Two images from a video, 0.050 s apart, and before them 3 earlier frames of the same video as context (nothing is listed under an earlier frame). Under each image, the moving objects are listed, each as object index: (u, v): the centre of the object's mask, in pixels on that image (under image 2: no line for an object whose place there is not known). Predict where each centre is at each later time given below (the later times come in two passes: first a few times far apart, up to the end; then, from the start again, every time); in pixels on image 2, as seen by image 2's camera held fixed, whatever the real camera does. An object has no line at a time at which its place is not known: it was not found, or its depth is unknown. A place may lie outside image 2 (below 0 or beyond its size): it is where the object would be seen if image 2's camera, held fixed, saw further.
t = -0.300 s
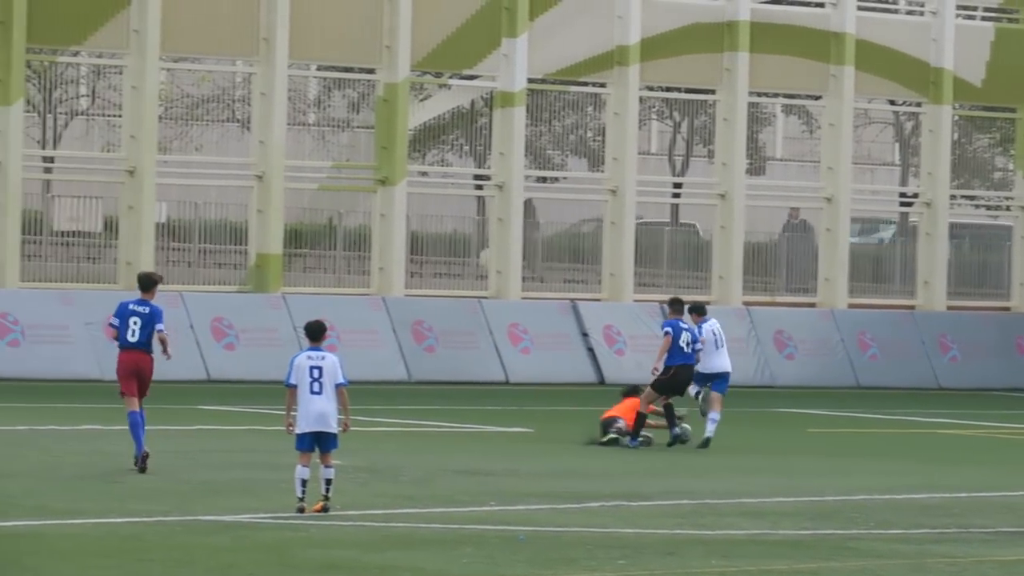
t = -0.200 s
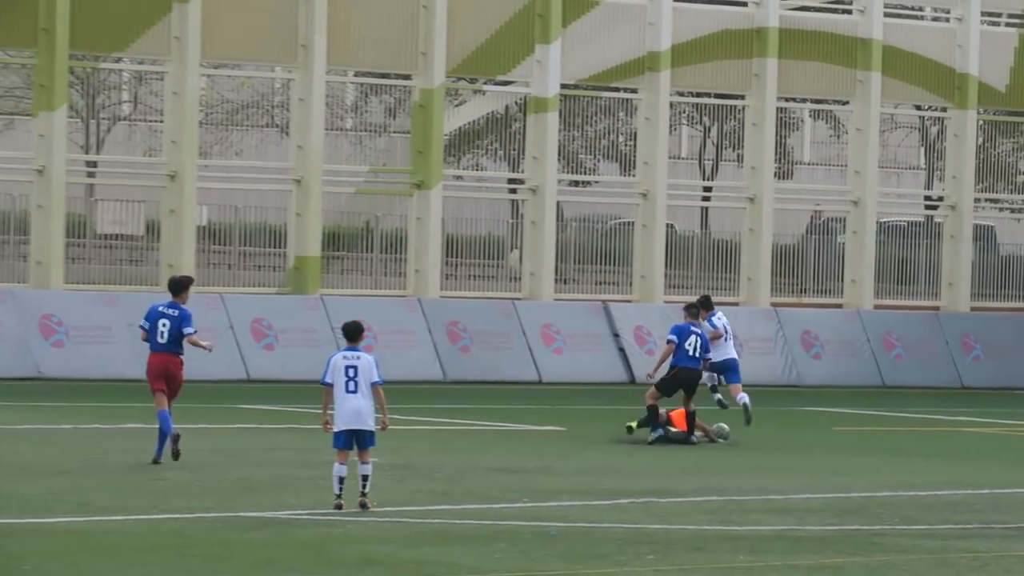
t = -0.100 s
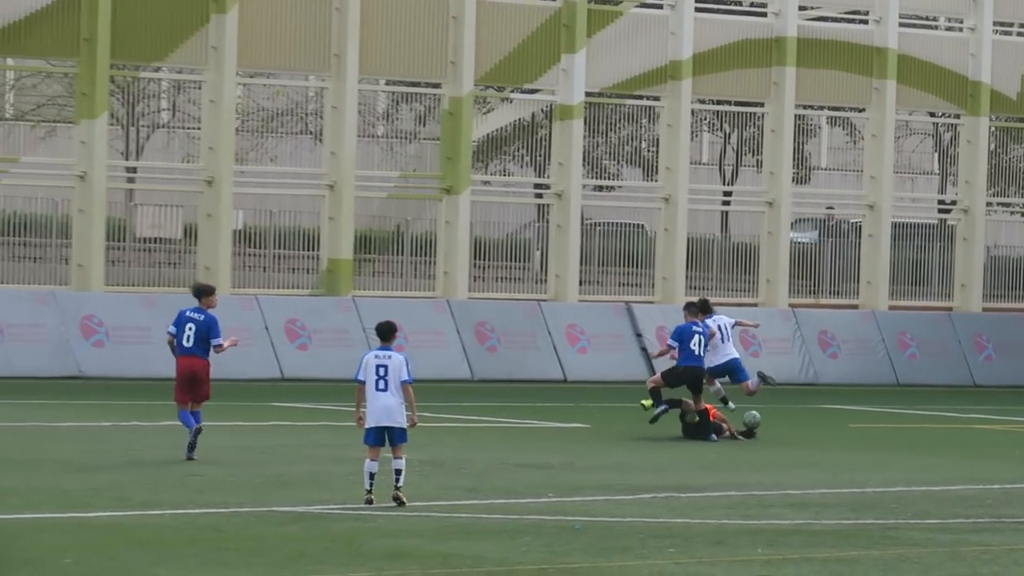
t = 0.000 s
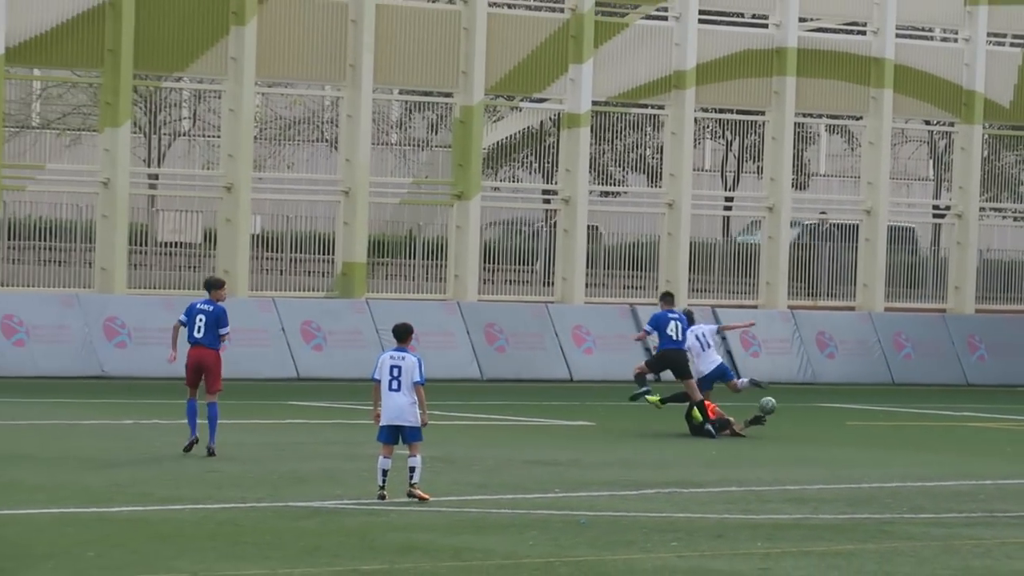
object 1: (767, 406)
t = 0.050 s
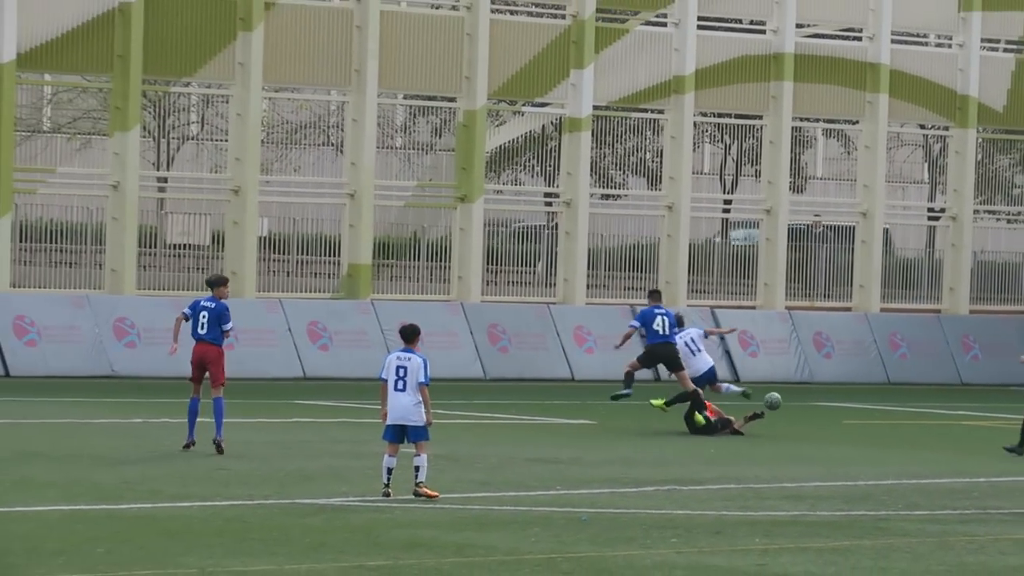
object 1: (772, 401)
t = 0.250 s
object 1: (800, 405)
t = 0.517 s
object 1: (831, 421)
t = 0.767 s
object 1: (855, 430)
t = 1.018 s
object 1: (878, 430)
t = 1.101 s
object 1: (885, 430)
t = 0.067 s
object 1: (775, 399)
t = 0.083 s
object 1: (778, 399)
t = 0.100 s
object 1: (780, 398)
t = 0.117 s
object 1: (783, 399)
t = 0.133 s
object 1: (785, 398)
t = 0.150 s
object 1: (783, 398)
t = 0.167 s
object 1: (787, 399)
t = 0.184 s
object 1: (790, 400)
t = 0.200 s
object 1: (792, 401)
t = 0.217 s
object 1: (794, 401)
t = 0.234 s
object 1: (797, 403)
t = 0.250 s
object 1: (800, 405)
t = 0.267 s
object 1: (802, 407)
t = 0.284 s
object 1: (804, 409)
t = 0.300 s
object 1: (805, 411)
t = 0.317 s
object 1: (808, 414)
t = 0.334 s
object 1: (810, 416)
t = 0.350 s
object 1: (812, 420)
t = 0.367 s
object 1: (814, 423)
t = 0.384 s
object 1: (817, 426)
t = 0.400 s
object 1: (819, 430)
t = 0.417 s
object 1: (821, 429)
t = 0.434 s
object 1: (822, 427)
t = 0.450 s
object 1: (824, 425)
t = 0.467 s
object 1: (825, 424)
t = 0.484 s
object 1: (827, 422)
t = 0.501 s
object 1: (829, 421)
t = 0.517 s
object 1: (831, 421)
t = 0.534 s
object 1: (832, 420)
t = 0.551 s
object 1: (834, 419)
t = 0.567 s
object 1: (836, 419)
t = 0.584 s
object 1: (837, 419)
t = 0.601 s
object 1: (839, 419)
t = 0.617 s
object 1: (840, 419)
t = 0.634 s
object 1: (842, 420)
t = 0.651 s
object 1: (844, 421)
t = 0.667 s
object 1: (846, 421)
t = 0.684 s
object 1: (847, 423)
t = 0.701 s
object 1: (849, 424)
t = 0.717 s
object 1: (850, 426)
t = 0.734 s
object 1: (852, 427)
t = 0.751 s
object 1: (853, 429)
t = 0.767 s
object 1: (855, 430)
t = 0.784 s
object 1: (857, 429)
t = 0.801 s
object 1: (858, 429)
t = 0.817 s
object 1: (860, 428)
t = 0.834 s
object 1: (861, 427)
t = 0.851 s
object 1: (863, 427)
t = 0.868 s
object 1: (865, 427)
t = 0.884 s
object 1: (866, 427)
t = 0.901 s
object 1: (868, 427)
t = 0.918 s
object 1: (870, 427)
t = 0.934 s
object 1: (871, 428)
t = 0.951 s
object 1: (872, 429)
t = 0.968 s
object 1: (874, 430)
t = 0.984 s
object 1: (875, 431)
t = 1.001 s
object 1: (876, 430)
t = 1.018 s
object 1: (878, 430)
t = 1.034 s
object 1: (879, 429)
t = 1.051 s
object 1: (882, 429)
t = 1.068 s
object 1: (883, 429)
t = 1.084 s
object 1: (884, 429)
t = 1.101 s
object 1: (885, 430)
